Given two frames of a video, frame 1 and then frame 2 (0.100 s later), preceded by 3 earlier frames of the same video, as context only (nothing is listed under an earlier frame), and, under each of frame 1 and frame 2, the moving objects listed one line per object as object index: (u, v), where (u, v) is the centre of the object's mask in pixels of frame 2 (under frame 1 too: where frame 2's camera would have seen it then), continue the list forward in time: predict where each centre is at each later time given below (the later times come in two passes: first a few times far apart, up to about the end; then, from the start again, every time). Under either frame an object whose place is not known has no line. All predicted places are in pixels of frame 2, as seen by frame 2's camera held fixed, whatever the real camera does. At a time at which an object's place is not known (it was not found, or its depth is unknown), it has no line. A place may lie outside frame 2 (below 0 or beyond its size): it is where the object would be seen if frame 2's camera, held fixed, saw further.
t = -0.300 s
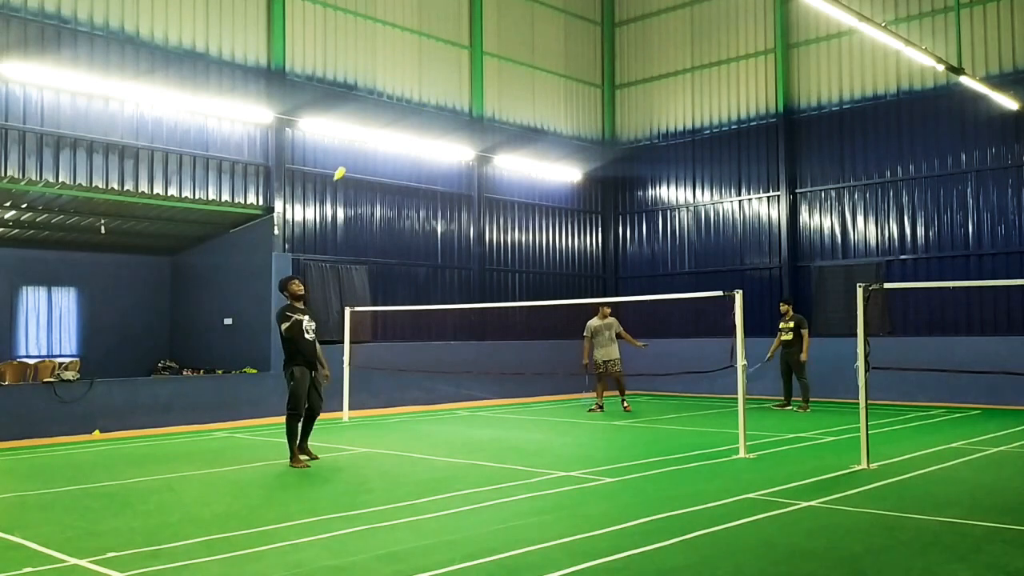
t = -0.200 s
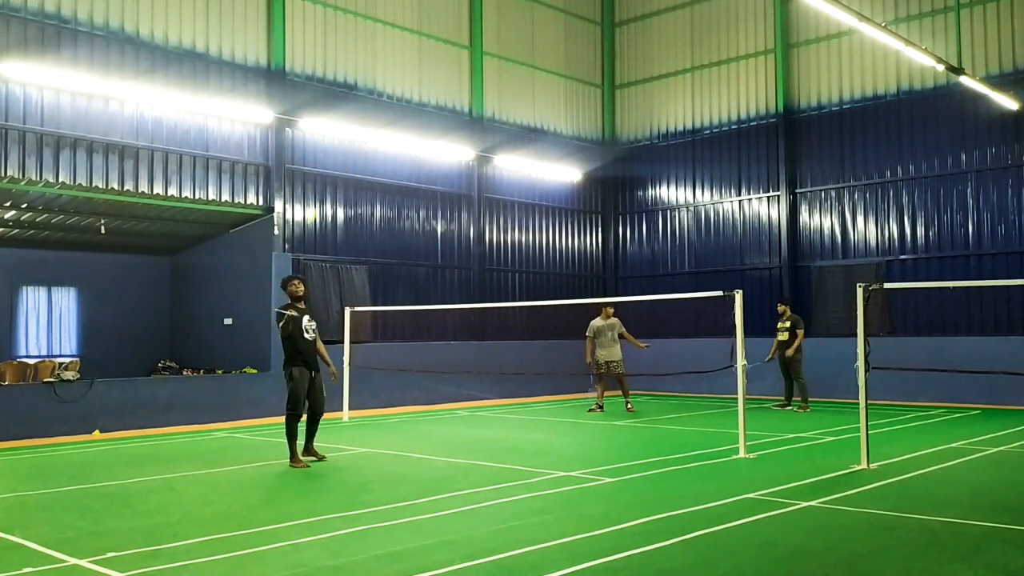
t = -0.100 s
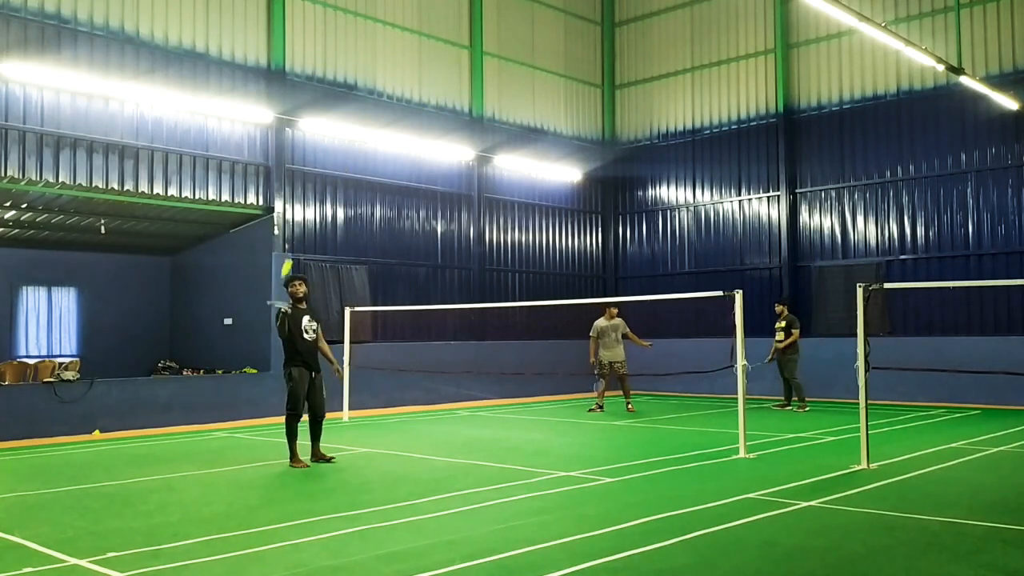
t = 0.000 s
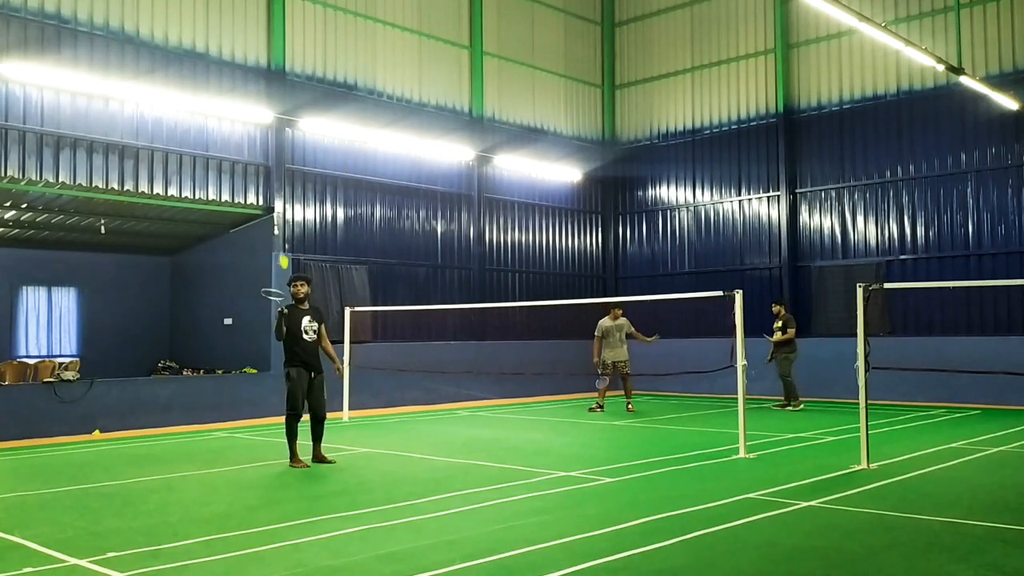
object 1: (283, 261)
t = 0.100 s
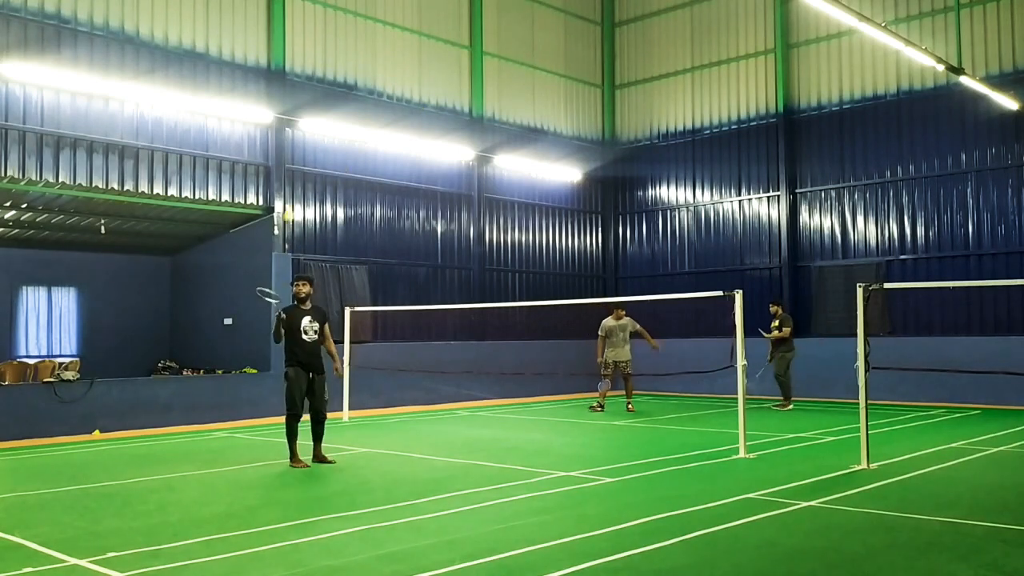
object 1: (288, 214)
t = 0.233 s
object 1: (302, 180)
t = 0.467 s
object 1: (320, 179)
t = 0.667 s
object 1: (338, 220)
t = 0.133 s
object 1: (293, 201)
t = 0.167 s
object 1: (296, 193)
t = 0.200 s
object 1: (299, 186)
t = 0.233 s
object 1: (302, 180)
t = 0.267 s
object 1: (304, 176)
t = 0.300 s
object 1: (307, 174)
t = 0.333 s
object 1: (309, 173)
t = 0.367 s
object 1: (312, 173)
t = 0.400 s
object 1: (315, 174)
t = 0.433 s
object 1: (318, 176)
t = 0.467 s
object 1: (320, 179)
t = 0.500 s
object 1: (323, 183)
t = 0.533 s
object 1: (326, 188)
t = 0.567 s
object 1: (328, 194)
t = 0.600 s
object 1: (332, 200)
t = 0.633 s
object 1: (335, 208)
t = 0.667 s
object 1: (338, 220)
